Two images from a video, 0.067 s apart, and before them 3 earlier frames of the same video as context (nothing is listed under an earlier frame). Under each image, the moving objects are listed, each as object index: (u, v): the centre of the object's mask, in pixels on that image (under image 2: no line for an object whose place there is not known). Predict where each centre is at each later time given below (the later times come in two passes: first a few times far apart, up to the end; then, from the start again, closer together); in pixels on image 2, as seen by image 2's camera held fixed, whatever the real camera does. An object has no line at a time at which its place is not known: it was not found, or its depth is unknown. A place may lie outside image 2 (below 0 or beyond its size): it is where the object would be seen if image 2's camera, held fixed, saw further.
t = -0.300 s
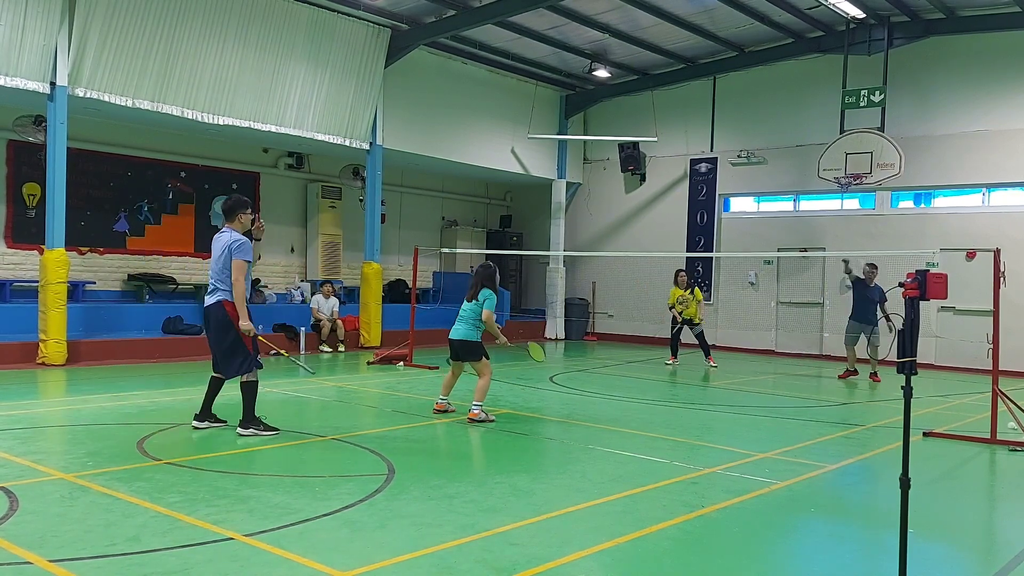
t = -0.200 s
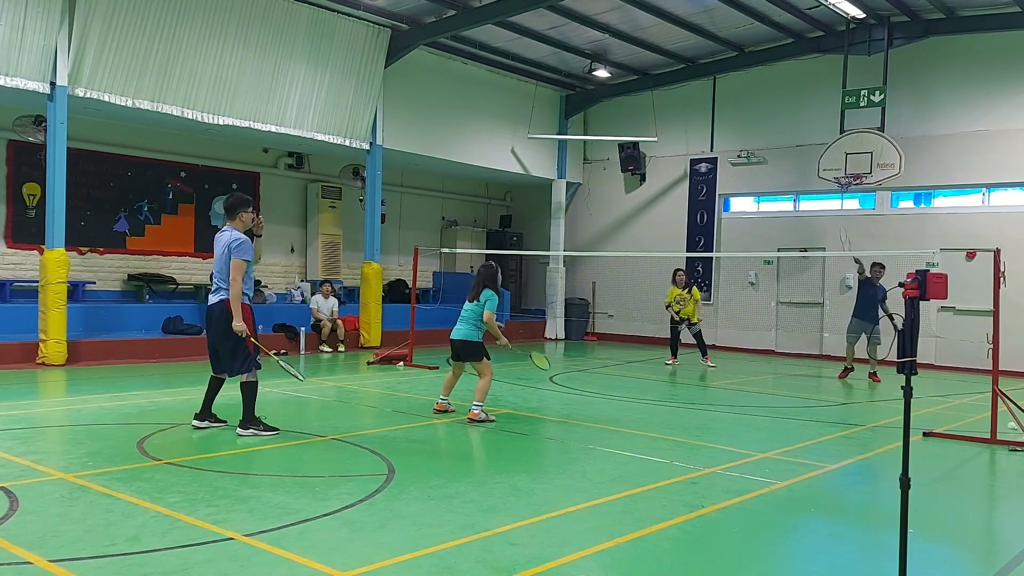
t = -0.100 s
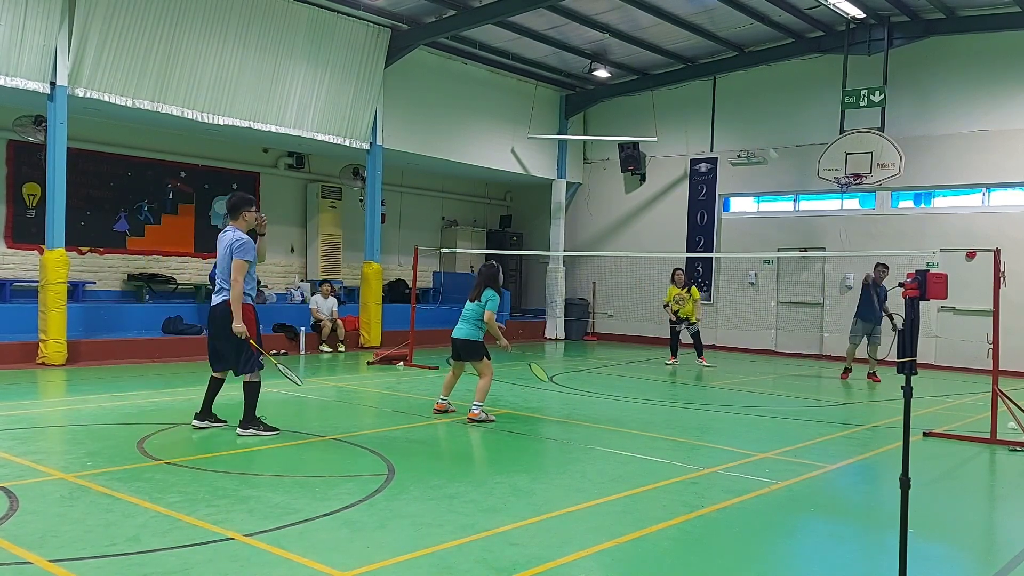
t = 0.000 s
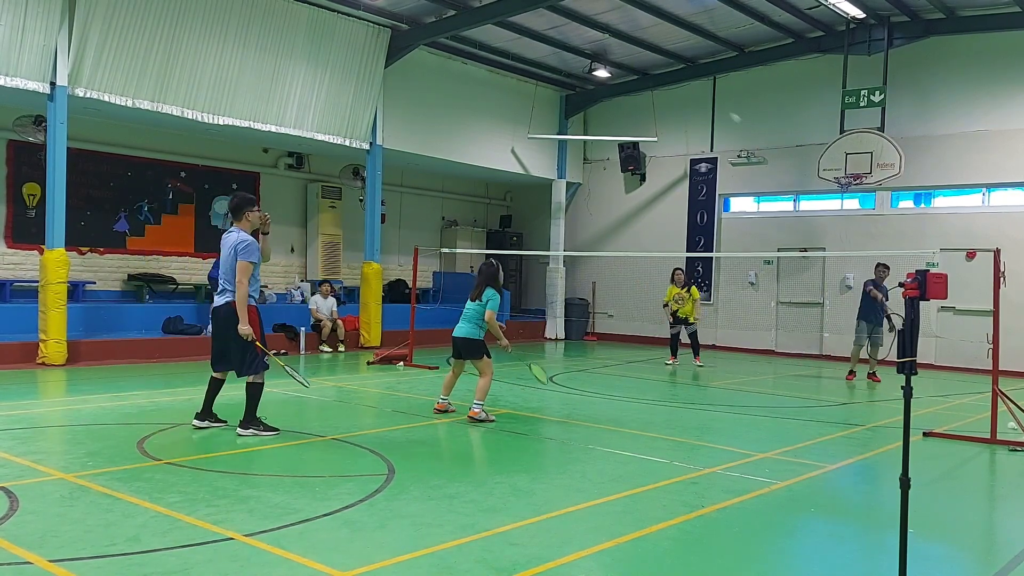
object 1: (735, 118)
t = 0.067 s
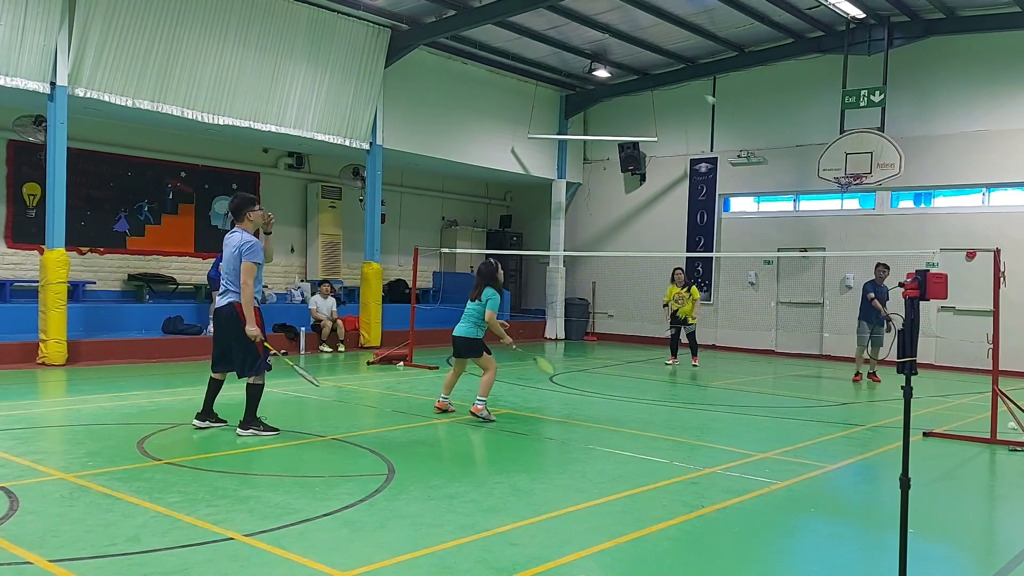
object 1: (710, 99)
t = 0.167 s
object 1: (674, 81)
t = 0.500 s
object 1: (554, 94)
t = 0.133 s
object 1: (686, 86)
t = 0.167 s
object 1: (674, 81)
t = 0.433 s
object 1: (578, 82)
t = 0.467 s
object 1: (566, 87)
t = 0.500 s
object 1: (554, 94)
